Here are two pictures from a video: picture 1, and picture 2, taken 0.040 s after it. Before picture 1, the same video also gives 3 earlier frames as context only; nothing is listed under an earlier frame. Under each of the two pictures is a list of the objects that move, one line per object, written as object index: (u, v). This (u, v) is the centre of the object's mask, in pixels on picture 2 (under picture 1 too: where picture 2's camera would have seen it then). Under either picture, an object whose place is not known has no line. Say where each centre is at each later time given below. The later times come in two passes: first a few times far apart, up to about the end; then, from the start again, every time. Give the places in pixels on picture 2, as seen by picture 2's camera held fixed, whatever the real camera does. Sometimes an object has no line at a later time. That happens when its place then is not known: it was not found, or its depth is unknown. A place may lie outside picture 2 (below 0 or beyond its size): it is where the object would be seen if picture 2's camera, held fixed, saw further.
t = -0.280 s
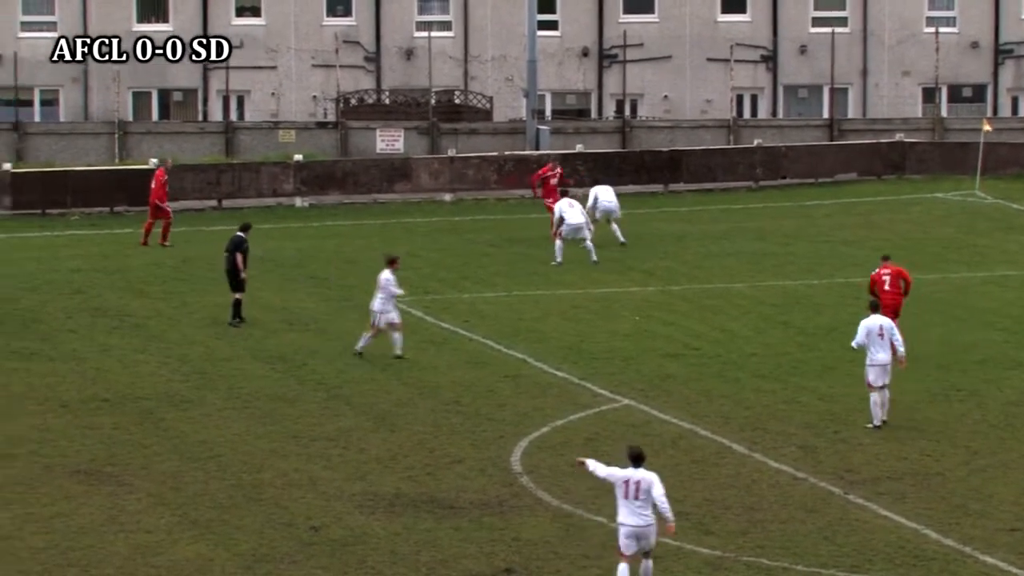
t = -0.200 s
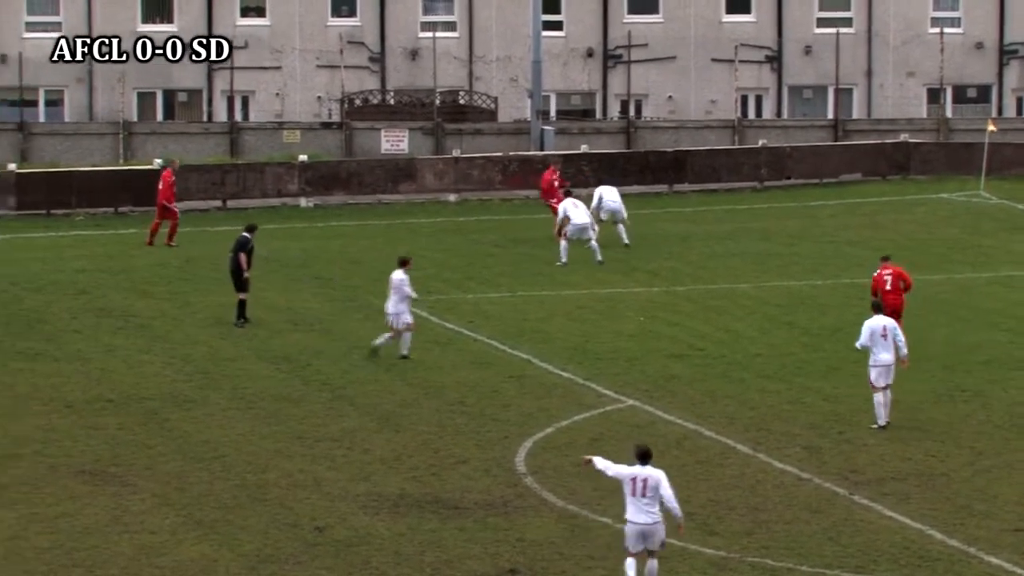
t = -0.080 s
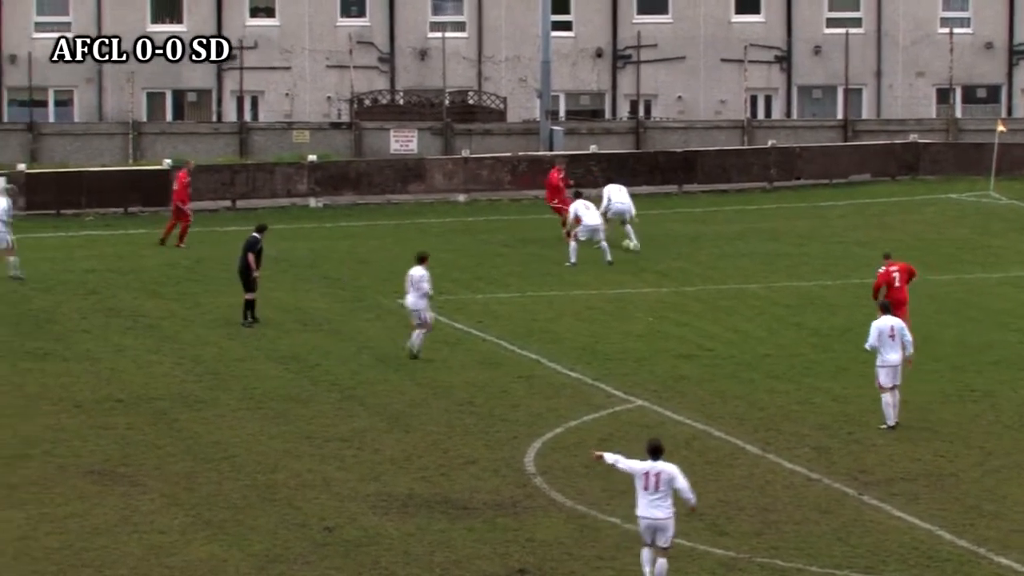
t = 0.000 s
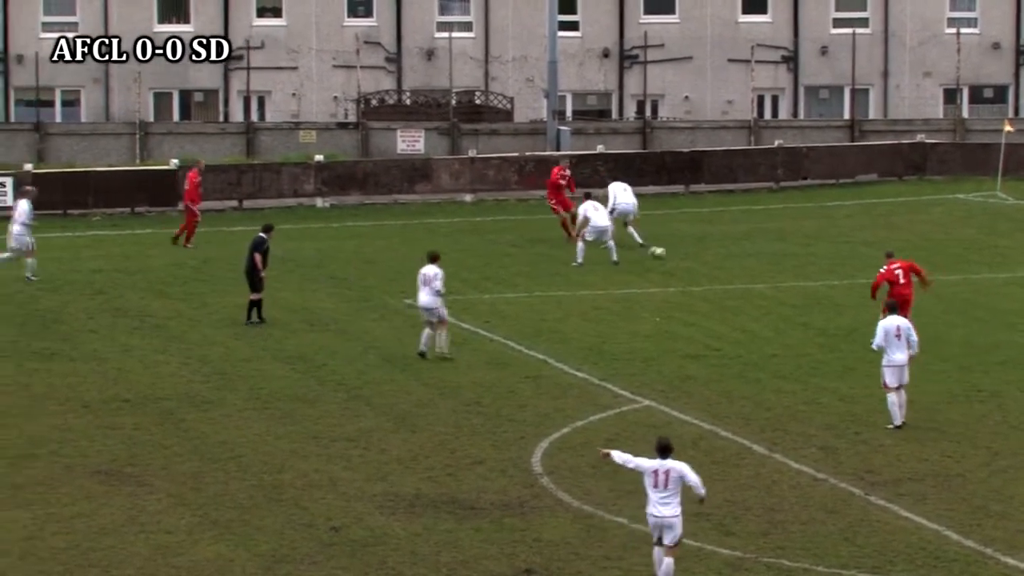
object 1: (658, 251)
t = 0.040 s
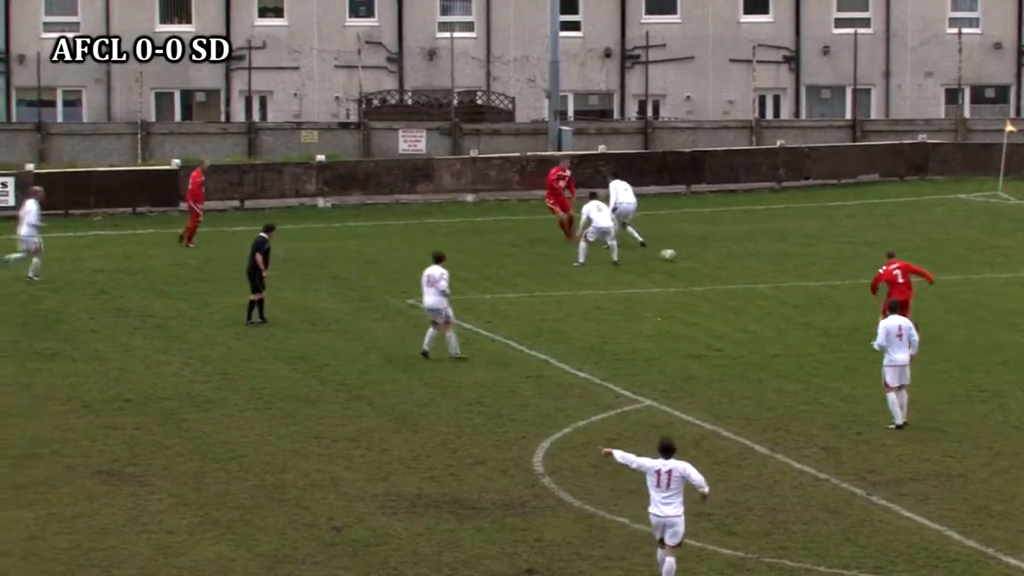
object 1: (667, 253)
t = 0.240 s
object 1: (708, 265)
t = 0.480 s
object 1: (752, 278)
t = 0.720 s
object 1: (792, 293)
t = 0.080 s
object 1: (677, 256)
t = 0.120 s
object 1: (685, 260)
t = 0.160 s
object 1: (694, 262)
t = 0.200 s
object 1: (702, 264)
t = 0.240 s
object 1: (708, 265)
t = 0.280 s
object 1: (717, 269)
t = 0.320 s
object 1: (724, 271)
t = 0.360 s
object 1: (731, 275)
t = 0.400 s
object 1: (739, 276)
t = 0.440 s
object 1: (746, 276)
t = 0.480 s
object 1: (752, 278)
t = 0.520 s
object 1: (759, 280)
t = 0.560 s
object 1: (765, 284)
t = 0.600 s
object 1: (772, 287)
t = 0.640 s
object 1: (779, 289)
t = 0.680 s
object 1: (785, 291)
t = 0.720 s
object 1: (792, 293)
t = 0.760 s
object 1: (798, 296)
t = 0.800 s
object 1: (804, 297)
